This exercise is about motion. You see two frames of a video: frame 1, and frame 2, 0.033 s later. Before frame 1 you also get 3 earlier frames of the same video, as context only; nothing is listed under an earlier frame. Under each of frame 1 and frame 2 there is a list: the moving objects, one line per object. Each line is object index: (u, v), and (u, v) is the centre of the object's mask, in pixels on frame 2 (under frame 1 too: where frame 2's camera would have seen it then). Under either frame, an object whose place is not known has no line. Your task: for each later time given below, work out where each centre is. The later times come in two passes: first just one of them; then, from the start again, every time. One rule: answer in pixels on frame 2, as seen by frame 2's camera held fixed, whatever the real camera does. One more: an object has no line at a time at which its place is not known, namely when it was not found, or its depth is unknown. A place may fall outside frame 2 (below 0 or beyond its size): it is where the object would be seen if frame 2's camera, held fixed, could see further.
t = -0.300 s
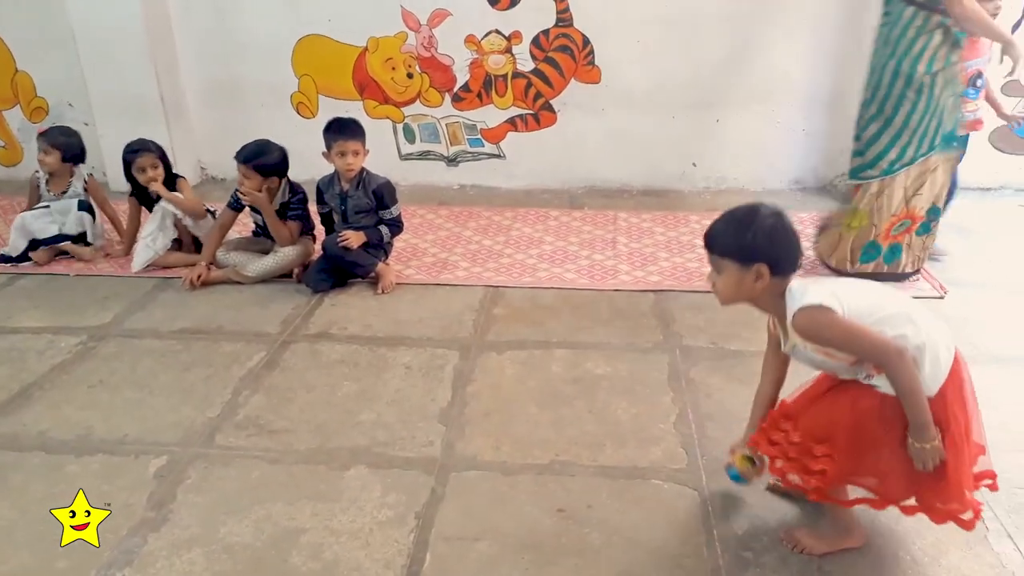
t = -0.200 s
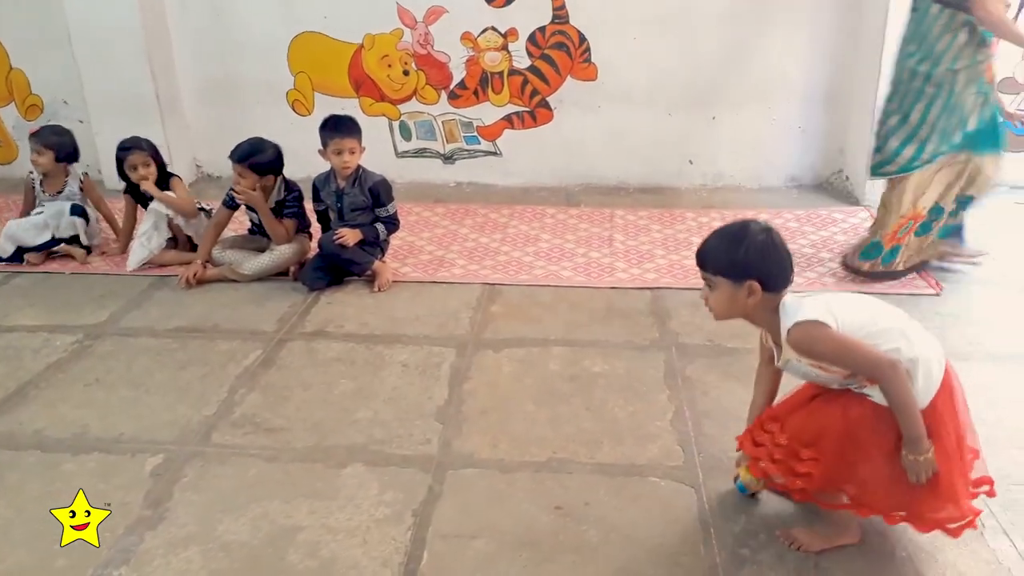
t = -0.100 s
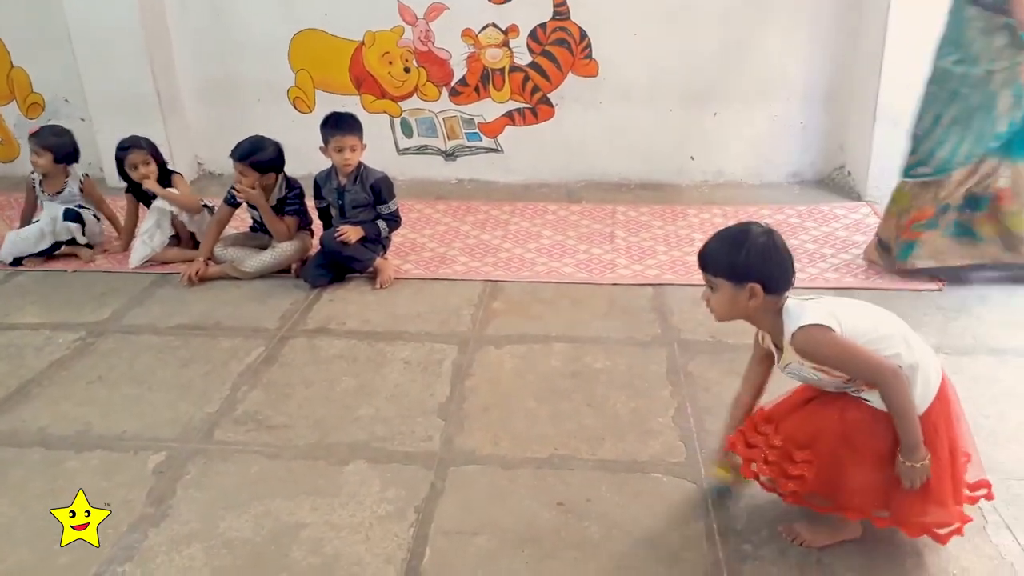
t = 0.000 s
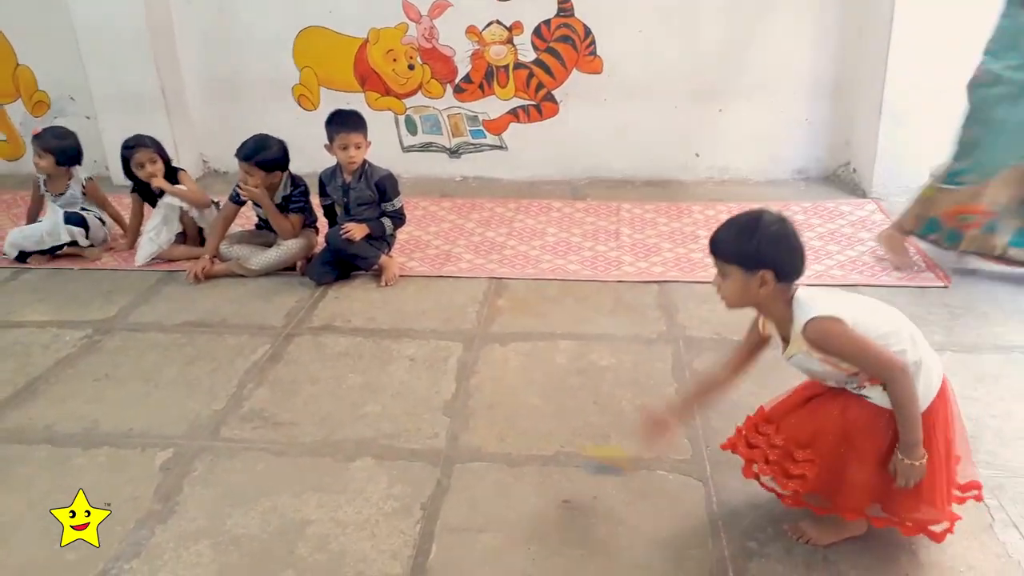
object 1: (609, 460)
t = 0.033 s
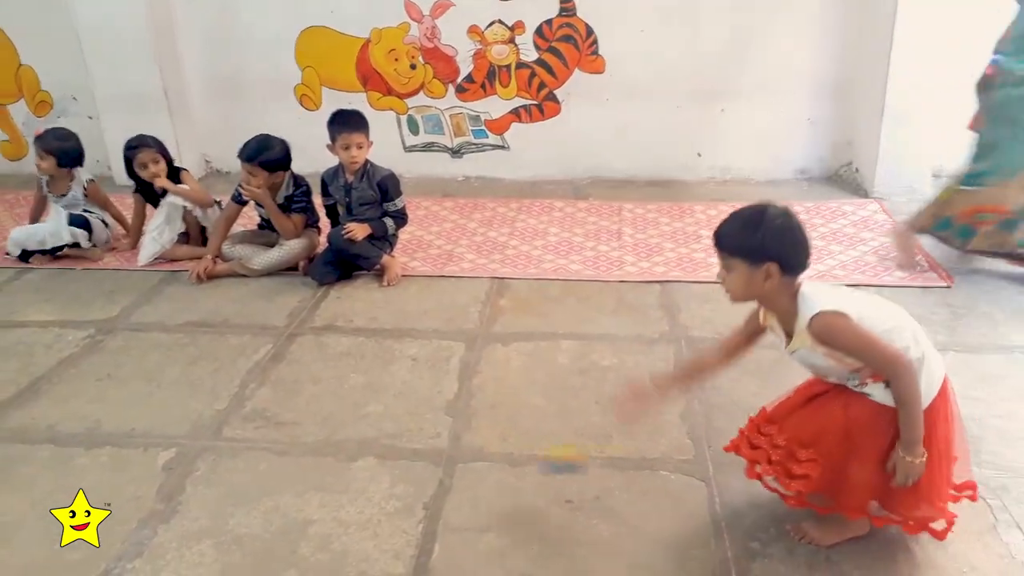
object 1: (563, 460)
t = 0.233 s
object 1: (336, 475)
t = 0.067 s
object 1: (521, 462)
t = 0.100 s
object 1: (476, 469)
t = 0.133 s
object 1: (431, 481)
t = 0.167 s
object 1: (390, 492)
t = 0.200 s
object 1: (363, 480)
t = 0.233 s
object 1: (336, 475)
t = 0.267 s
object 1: (311, 469)
